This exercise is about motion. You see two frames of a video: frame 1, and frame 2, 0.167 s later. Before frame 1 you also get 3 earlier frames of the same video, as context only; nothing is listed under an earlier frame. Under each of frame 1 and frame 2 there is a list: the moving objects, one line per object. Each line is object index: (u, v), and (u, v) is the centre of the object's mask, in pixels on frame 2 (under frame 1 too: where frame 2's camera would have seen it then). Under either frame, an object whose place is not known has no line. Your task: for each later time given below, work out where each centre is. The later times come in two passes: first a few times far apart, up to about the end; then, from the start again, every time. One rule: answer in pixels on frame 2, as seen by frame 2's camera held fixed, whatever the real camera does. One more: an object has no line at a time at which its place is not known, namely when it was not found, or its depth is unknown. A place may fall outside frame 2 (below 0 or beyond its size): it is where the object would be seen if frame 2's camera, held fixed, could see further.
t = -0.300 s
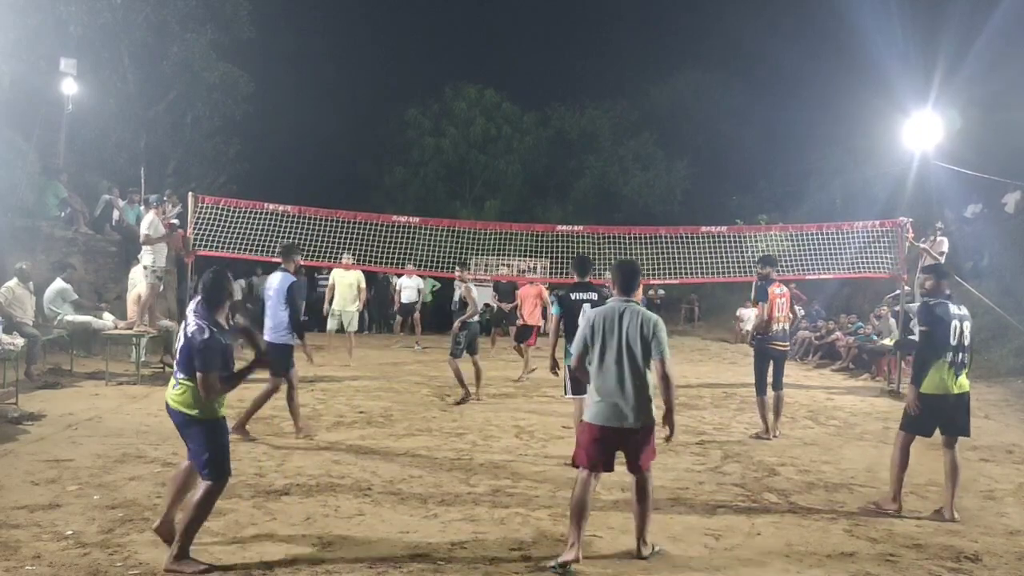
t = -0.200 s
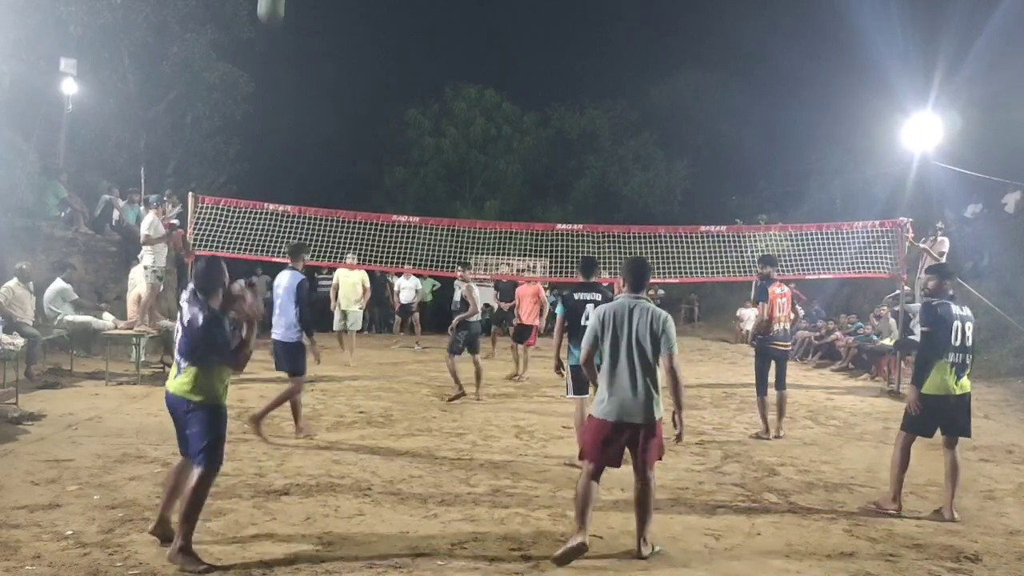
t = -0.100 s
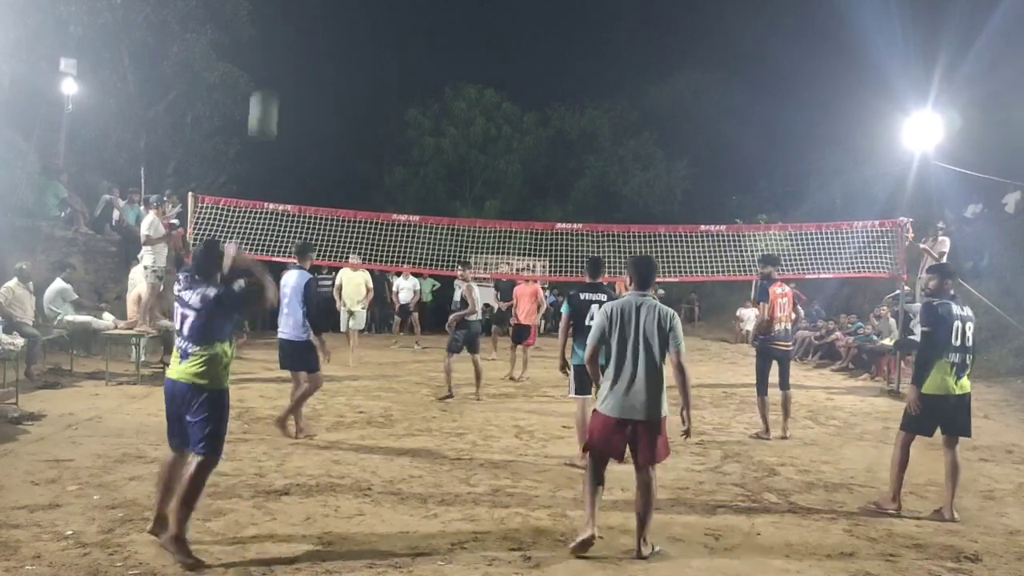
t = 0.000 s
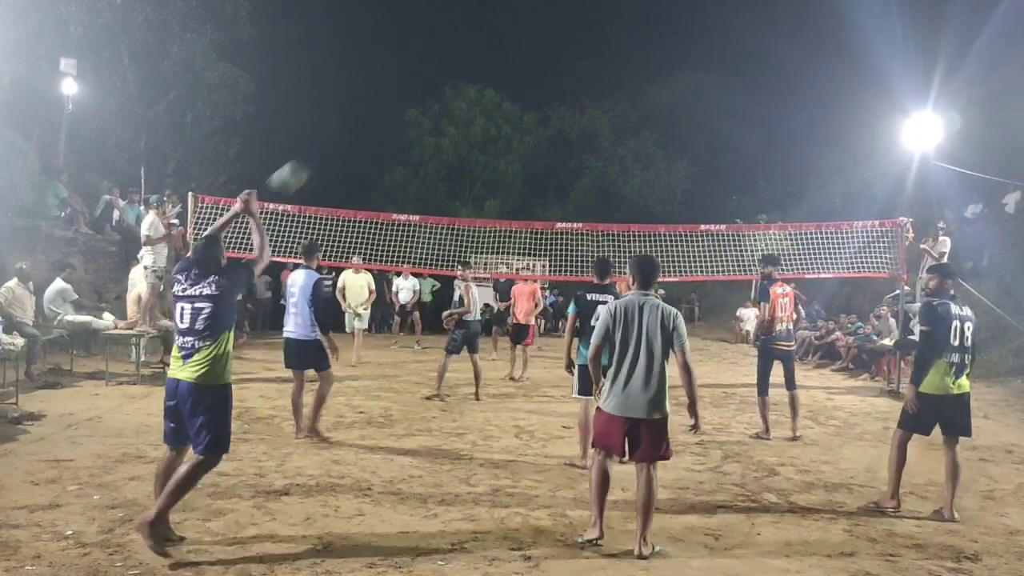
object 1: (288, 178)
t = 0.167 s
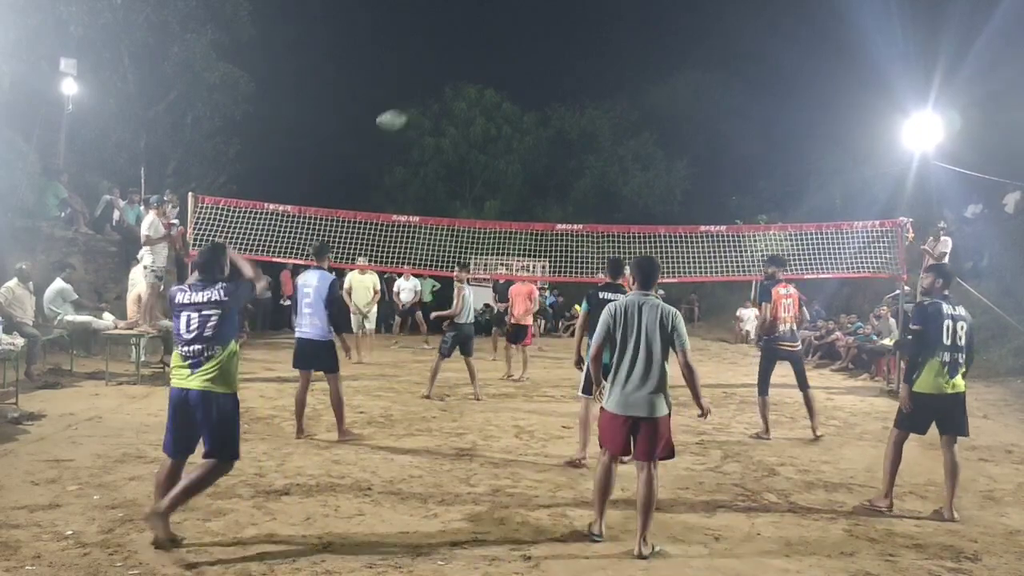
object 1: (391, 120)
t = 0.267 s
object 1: (434, 111)
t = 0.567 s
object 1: (516, 150)
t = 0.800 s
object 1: (555, 214)
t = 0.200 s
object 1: (407, 116)
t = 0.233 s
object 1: (421, 113)
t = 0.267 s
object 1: (434, 111)
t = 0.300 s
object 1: (446, 112)
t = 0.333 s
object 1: (457, 114)
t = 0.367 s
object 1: (467, 116)
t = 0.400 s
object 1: (477, 120)
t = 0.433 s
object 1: (486, 125)
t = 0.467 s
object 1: (494, 130)
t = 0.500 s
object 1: (502, 136)
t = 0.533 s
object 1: (509, 142)
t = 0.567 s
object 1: (516, 150)
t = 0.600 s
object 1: (523, 158)
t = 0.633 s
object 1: (529, 166)
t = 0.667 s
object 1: (534, 175)
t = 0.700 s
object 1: (540, 184)
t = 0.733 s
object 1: (545, 193)
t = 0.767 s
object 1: (550, 203)
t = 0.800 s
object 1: (555, 214)
